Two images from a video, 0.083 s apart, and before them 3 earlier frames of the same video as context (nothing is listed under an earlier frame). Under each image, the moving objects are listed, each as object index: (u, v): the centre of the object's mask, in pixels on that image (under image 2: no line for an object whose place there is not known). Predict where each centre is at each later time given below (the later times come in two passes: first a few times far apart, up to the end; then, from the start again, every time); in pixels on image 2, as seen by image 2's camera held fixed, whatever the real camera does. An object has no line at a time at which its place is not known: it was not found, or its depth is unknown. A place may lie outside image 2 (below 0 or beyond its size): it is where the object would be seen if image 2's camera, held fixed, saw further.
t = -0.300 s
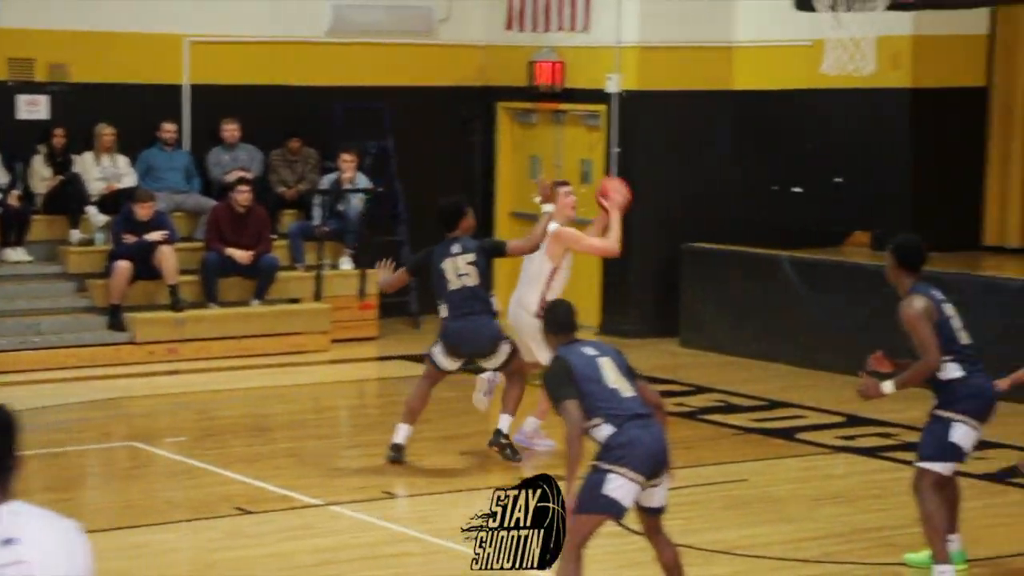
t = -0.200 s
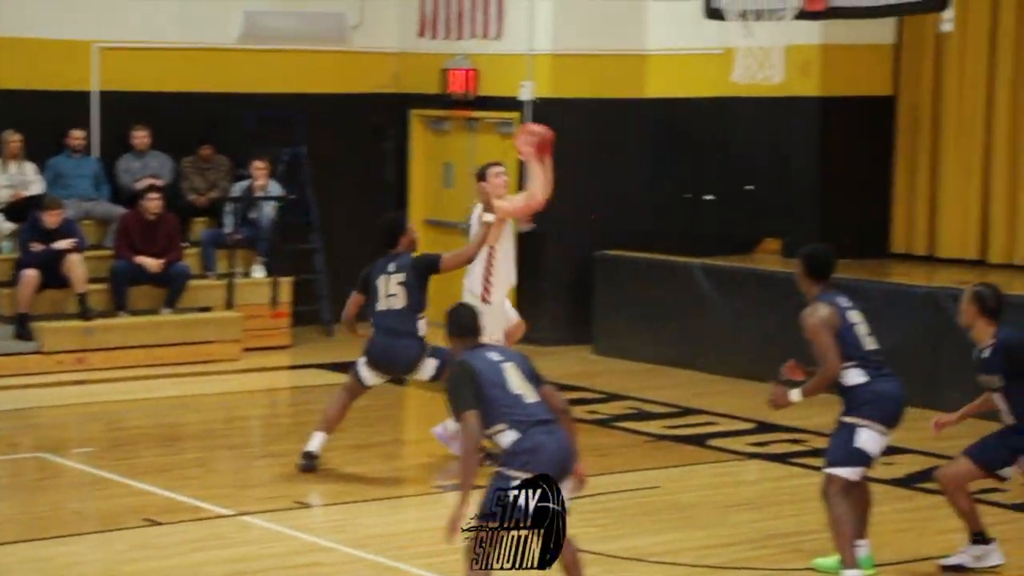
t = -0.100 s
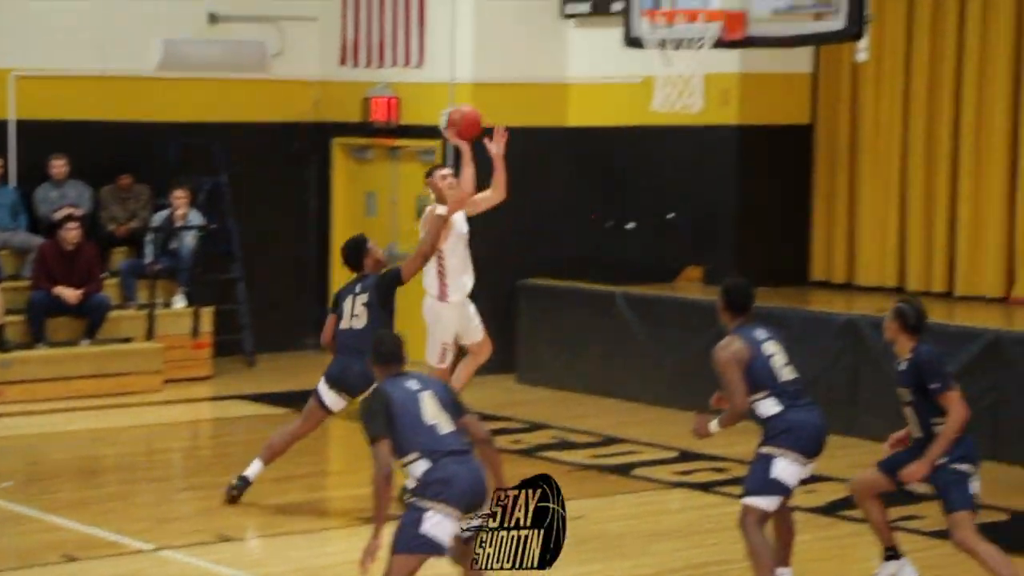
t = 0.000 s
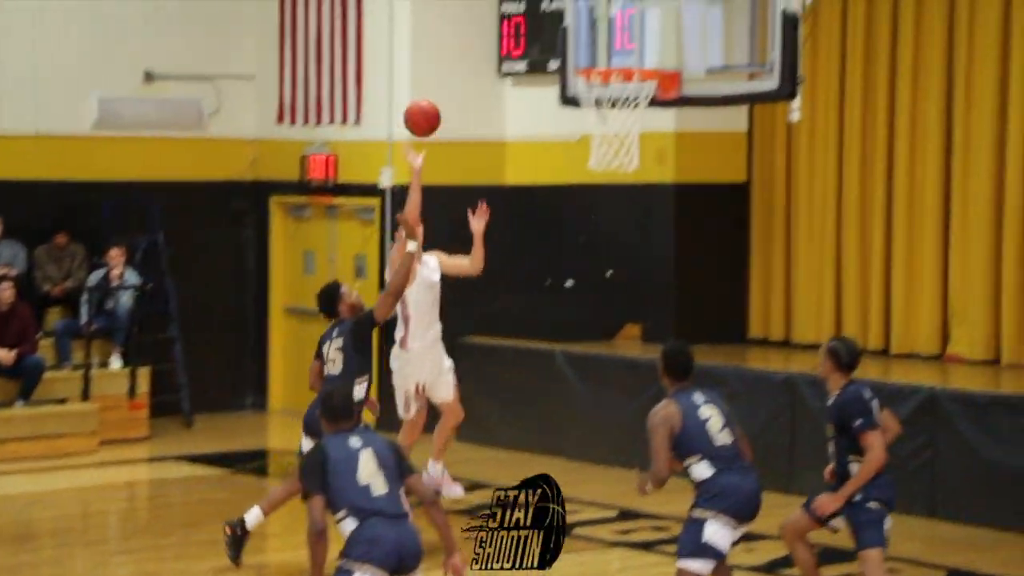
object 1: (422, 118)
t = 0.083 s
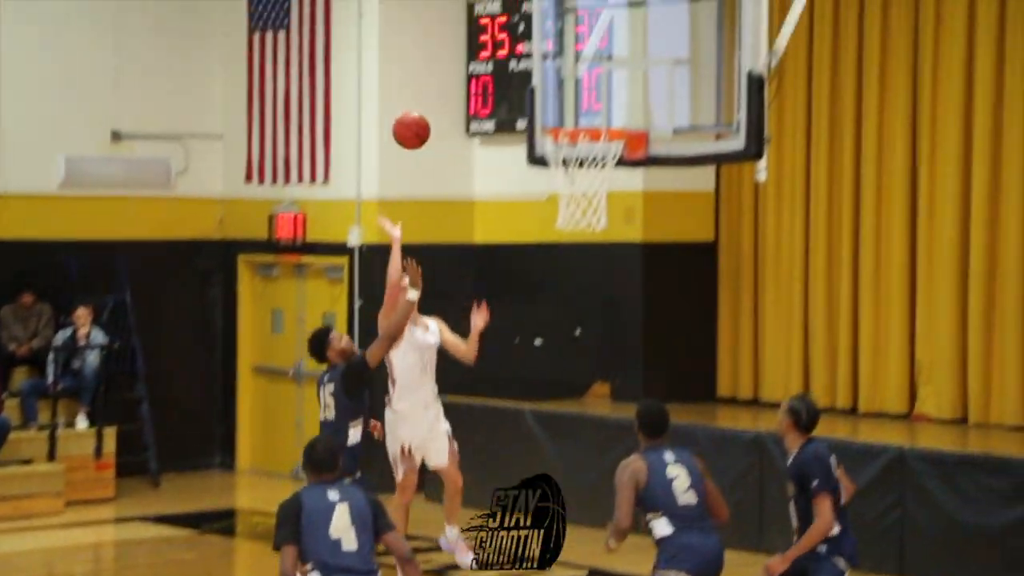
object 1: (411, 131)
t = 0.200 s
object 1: (439, 82)
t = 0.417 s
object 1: (497, 48)
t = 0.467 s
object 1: (510, 52)
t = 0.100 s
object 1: (415, 123)
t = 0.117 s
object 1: (419, 115)
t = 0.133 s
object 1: (423, 107)
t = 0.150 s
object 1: (427, 100)
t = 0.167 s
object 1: (431, 94)
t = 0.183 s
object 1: (435, 88)
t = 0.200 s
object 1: (439, 82)
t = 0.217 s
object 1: (443, 77)
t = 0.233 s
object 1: (448, 72)
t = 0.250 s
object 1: (452, 68)
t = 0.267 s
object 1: (457, 64)
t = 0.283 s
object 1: (461, 60)
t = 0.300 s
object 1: (465, 57)
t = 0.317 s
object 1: (470, 55)
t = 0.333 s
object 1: (474, 53)
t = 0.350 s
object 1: (478, 50)
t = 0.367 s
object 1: (483, 49)
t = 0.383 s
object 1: (488, 47)
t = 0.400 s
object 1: (493, 47)
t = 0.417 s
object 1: (497, 48)
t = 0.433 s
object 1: (502, 49)
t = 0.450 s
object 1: (507, 51)
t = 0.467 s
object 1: (510, 52)
